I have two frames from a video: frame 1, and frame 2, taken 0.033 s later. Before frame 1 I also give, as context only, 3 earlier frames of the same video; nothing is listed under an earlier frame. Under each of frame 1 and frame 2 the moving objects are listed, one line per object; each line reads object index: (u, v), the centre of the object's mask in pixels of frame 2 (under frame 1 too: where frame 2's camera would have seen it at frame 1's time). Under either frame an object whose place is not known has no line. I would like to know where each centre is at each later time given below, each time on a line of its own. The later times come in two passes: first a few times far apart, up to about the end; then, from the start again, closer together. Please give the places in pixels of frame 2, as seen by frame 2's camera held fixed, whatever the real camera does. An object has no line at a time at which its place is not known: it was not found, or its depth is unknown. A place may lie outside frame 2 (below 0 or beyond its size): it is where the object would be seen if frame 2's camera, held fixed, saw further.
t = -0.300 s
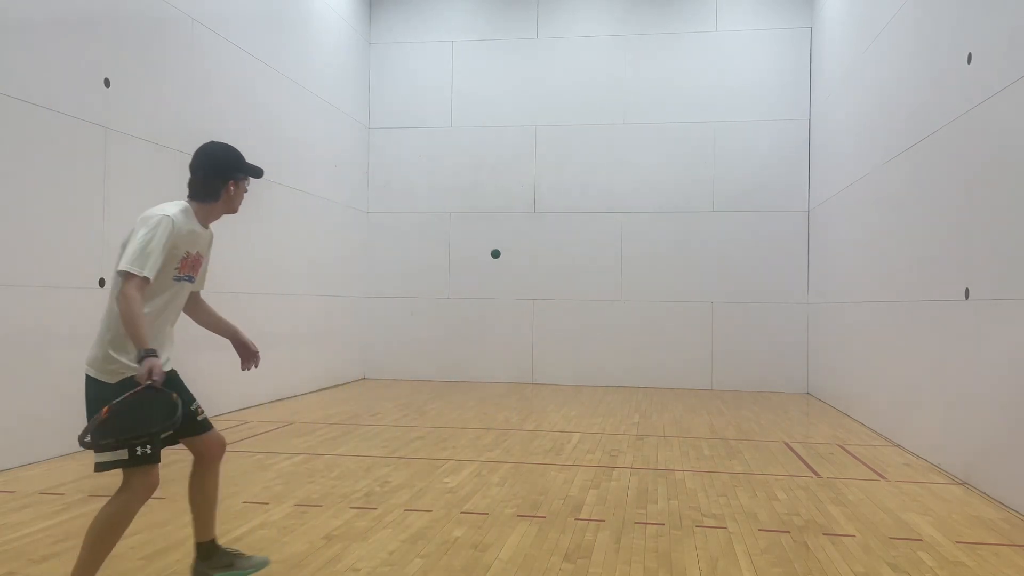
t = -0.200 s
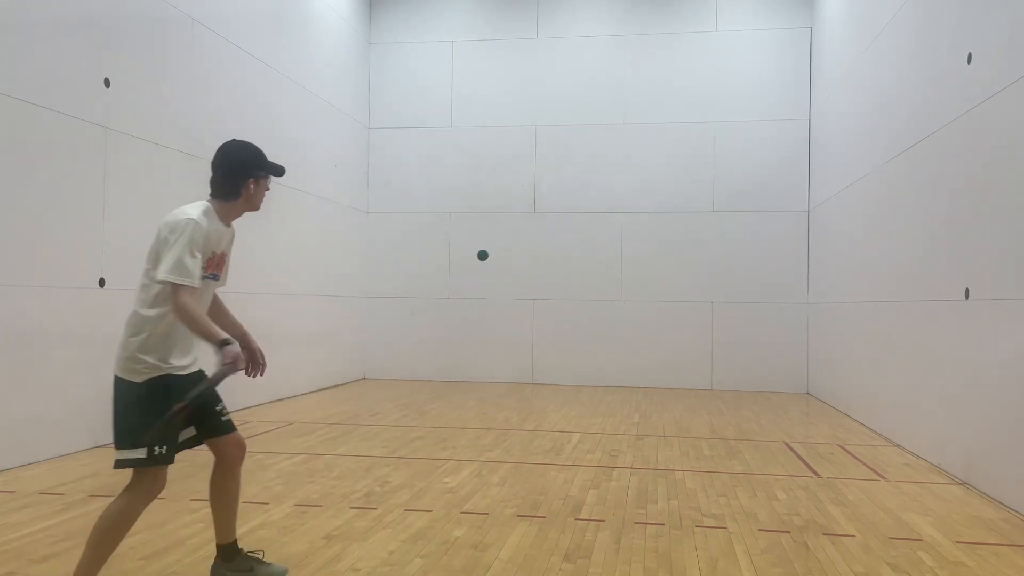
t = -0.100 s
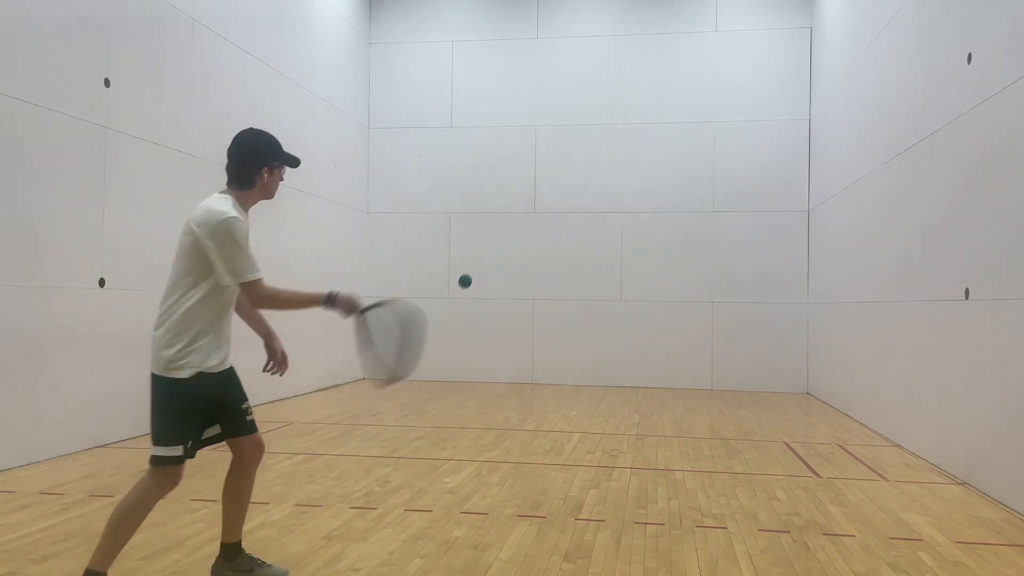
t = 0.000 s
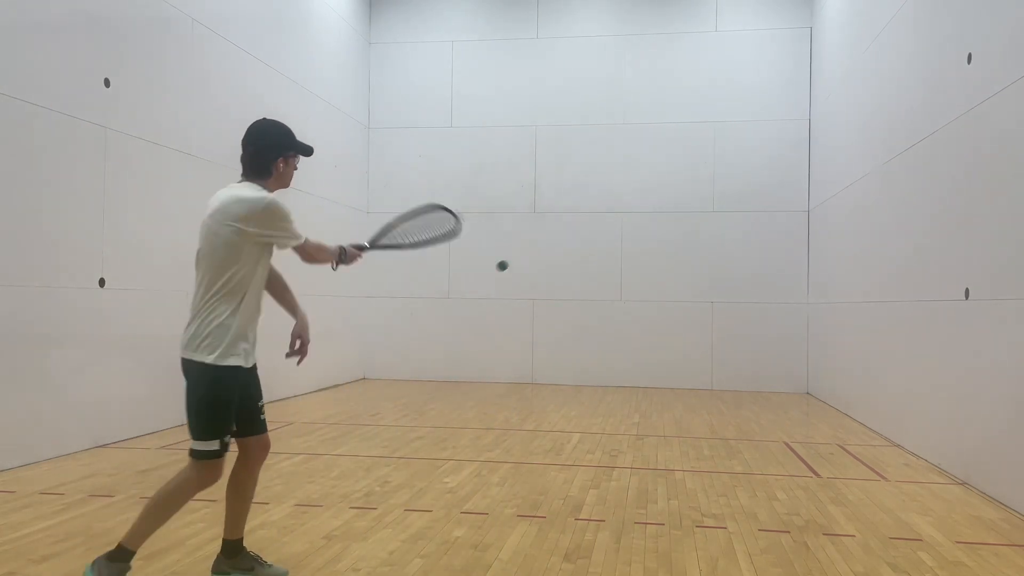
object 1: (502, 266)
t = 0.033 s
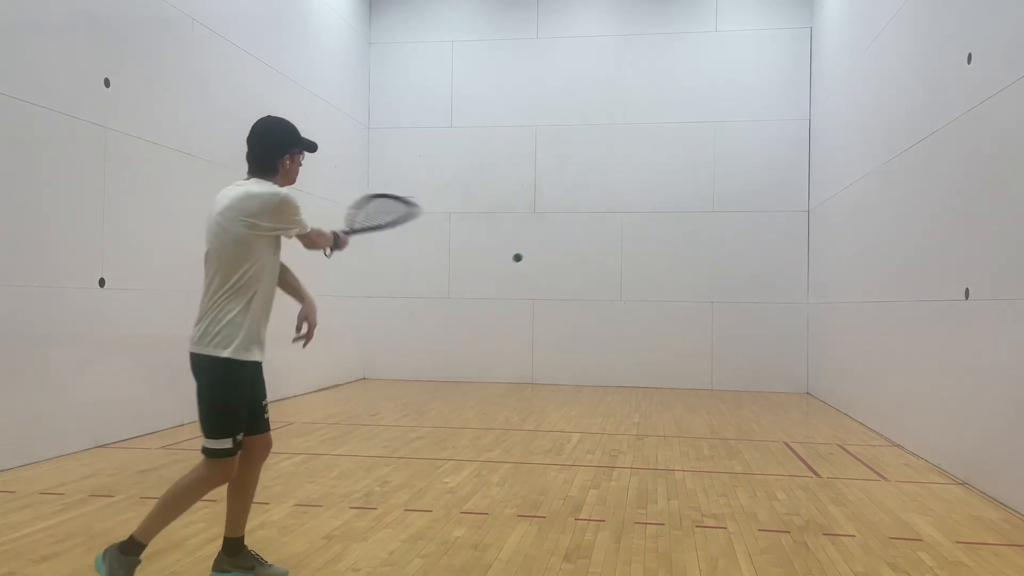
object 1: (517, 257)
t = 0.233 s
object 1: (562, 257)
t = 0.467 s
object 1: (563, 281)
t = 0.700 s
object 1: (518, 343)
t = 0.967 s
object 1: (444, 388)
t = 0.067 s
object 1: (529, 253)
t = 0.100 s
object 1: (538, 251)
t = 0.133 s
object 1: (546, 251)
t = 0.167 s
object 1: (552, 252)
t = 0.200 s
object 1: (557, 254)
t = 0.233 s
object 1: (562, 257)
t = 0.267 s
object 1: (565, 260)
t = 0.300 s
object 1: (569, 264)
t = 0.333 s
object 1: (571, 268)
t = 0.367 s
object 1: (574, 273)
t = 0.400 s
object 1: (573, 276)
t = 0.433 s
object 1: (568, 278)
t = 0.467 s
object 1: (563, 281)
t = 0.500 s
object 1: (558, 285)
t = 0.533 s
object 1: (553, 291)
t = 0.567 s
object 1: (547, 298)
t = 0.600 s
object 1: (541, 306)
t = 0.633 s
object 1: (534, 316)
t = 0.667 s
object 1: (527, 328)
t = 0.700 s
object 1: (518, 343)
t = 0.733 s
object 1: (510, 359)
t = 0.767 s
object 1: (500, 379)
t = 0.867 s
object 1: (468, 437)
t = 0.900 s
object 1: (461, 420)
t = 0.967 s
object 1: (444, 388)
